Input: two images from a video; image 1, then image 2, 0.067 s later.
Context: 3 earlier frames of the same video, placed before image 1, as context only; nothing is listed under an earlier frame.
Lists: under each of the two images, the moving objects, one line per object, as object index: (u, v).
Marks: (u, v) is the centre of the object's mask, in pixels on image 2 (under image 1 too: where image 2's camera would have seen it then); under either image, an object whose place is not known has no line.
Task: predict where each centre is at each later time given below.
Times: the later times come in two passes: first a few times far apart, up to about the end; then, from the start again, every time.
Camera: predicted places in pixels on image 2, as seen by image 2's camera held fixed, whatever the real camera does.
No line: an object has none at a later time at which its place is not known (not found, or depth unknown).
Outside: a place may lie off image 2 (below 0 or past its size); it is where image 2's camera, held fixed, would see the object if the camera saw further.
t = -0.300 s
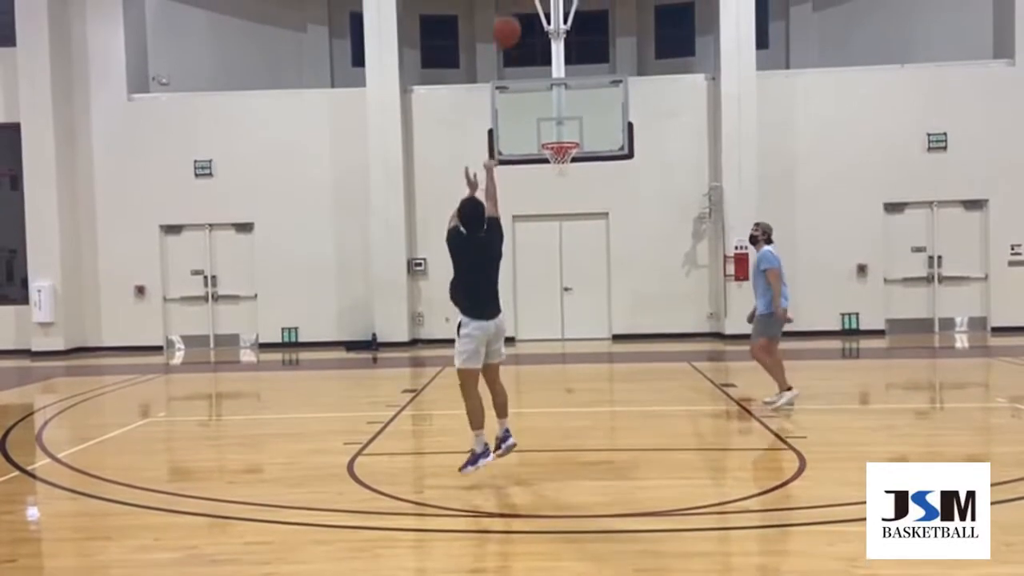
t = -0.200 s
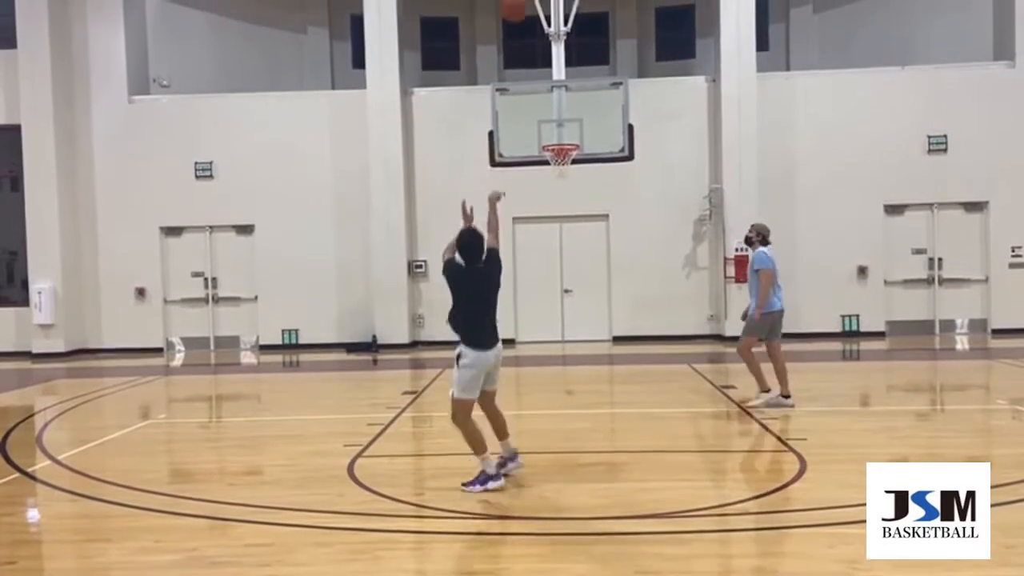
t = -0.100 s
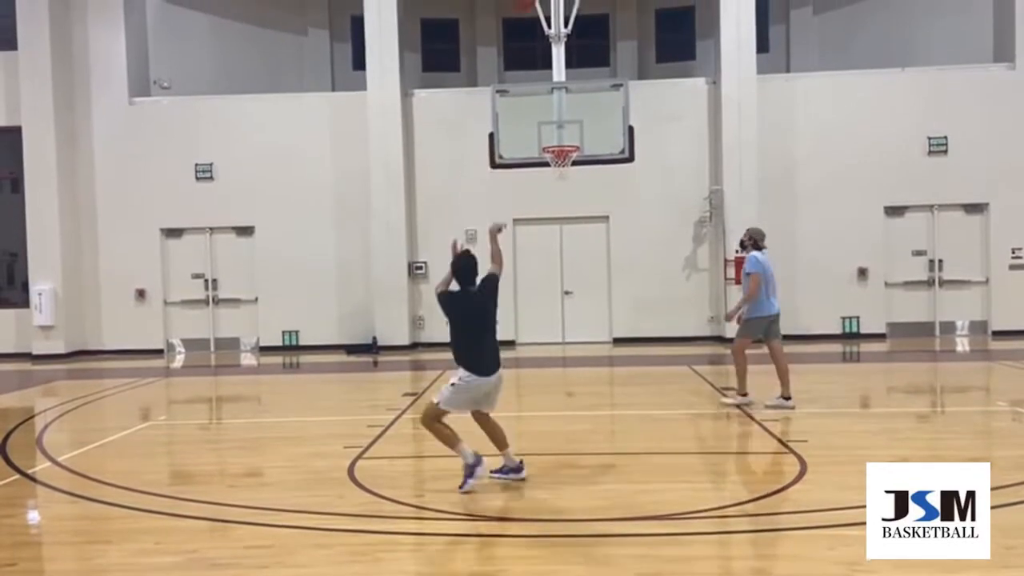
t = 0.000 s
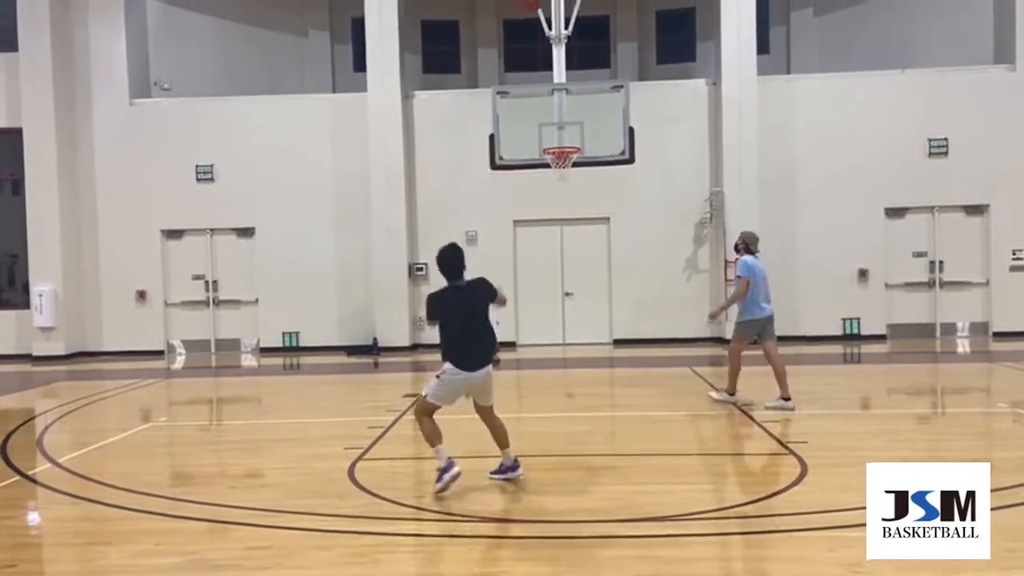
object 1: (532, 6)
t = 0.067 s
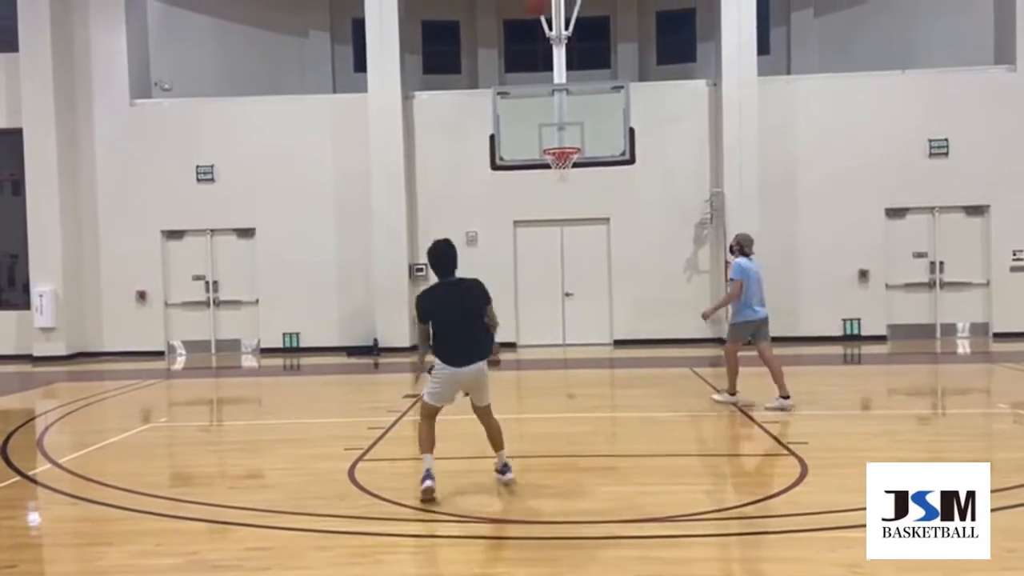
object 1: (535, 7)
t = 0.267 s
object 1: (548, 41)
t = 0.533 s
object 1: (563, 128)
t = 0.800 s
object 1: (568, 181)
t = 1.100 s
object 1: (569, 265)
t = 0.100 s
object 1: (539, 9)
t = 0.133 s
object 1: (541, 12)
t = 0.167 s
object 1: (542, 20)
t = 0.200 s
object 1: (544, 26)
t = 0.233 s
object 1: (547, 33)
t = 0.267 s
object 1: (548, 41)
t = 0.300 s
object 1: (550, 50)
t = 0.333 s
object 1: (552, 60)
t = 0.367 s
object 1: (554, 70)
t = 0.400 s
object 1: (557, 81)
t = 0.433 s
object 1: (558, 92)
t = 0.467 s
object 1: (560, 104)
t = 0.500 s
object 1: (562, 116)
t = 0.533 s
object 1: (563, 128)
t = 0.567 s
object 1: (565, 141)
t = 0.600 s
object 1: (566, 153)
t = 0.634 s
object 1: (567, 164)
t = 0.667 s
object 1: (567, 165)
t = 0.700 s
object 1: (567, 165)
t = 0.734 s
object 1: (568, 171)
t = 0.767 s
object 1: (568, 176)
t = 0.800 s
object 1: (568, 181)
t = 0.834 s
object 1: (568, 187)
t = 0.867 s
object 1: (568, 194)
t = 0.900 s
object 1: (568, 202)
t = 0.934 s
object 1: (568, 210)
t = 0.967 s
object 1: (568, 220)
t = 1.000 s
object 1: (568, 229)
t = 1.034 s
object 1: (569, 240)
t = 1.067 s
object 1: (569, 252)
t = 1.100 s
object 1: (569, 265)
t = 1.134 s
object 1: (569, 278)
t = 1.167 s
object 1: (569, 293)
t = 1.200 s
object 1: (569, 307)
